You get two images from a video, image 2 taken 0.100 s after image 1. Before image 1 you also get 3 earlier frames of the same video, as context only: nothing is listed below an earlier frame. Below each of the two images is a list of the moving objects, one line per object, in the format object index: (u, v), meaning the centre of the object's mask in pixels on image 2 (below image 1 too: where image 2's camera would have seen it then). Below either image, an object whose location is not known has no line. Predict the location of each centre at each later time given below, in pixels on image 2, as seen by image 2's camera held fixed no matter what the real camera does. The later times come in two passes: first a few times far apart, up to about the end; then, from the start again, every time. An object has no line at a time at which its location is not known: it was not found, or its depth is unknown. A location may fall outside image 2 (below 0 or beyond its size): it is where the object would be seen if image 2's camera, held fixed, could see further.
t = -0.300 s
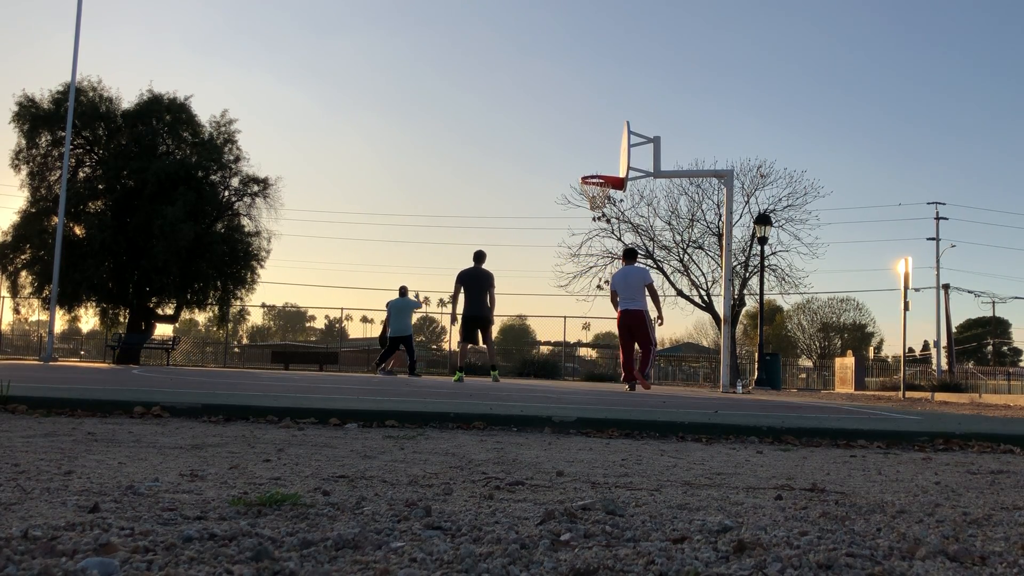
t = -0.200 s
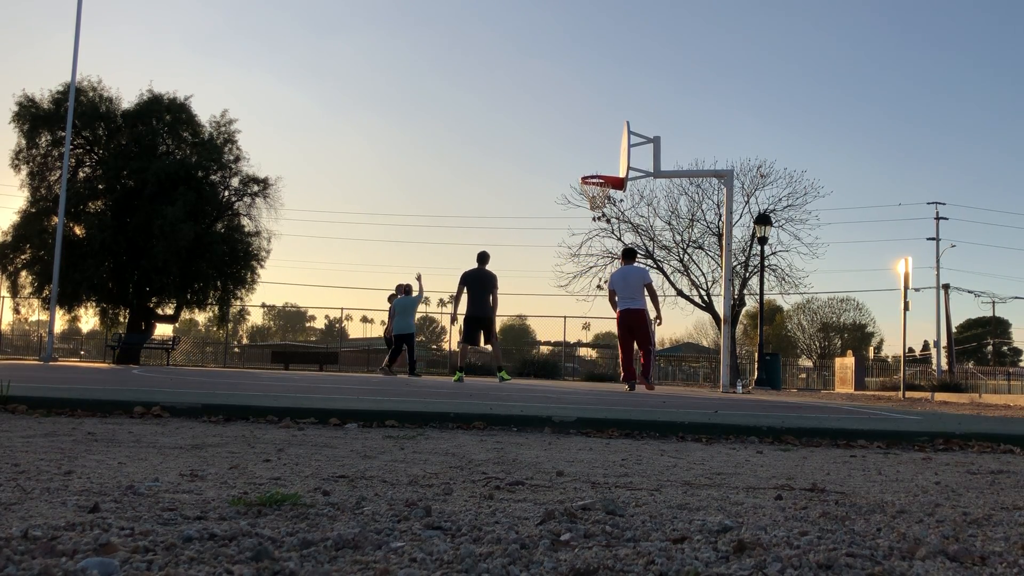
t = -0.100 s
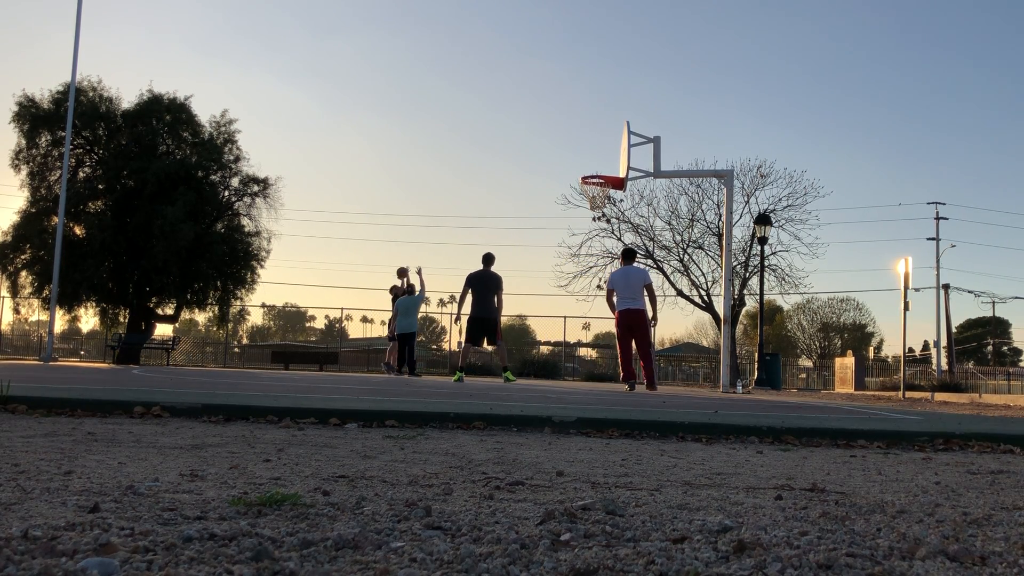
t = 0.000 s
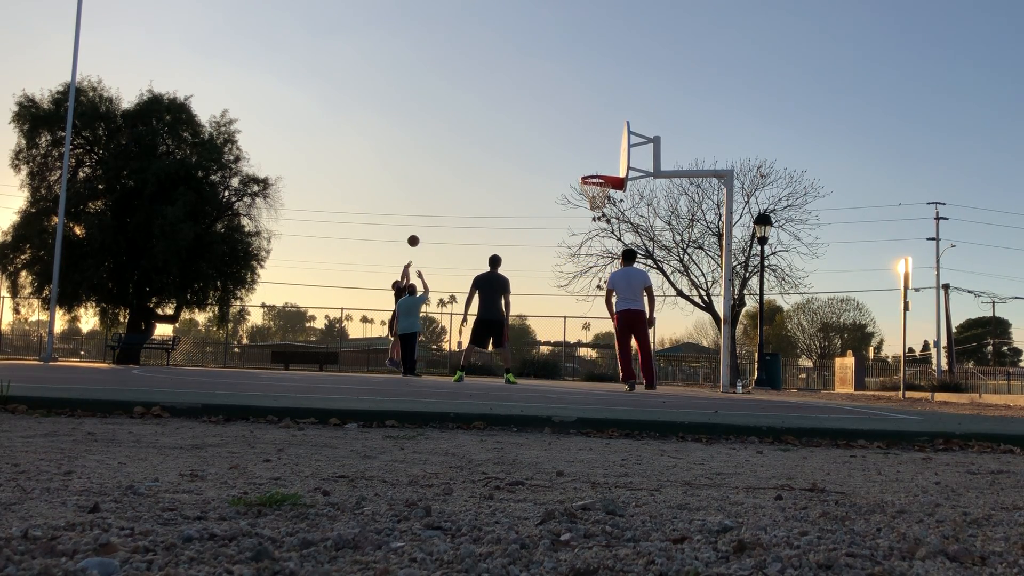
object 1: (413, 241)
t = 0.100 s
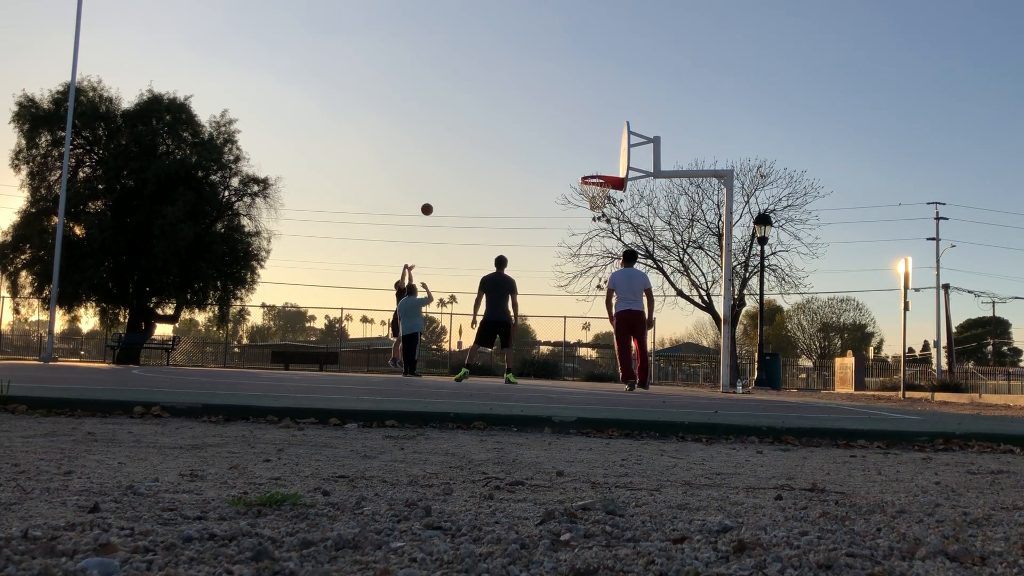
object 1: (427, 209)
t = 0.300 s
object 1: (454, 158)
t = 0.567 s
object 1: (493, 118)
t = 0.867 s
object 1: (540, 117)
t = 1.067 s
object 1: (575, 148)
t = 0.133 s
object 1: (431, 200)
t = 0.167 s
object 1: (436, 191)
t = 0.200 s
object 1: (440, 182)
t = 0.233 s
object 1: (445, 173)
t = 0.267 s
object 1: (450, 166)
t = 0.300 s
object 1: (454, 158)
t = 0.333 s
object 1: (459, 152)
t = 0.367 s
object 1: (464, 145)
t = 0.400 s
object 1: (468, 139)
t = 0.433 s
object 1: (473, 134)
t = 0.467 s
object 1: (478, 129)
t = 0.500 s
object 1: (483, 125)
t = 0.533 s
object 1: (488, 121)
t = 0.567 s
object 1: (493, 118)
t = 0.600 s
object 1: (498, 116)
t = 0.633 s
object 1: (503, 113)
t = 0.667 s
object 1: (508, 112)
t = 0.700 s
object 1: (513, 111)
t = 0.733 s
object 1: (519, 111)
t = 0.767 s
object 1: (524, 112)
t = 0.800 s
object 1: (530, 113)
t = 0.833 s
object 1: (535, 115)
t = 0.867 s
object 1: (540, 117)
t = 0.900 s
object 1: (546, 120)
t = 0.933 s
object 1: (552, 124)
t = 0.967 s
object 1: (557, 129)
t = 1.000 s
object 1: (563, 135)
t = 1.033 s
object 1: (569, 141)
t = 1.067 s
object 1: (575, 148)
